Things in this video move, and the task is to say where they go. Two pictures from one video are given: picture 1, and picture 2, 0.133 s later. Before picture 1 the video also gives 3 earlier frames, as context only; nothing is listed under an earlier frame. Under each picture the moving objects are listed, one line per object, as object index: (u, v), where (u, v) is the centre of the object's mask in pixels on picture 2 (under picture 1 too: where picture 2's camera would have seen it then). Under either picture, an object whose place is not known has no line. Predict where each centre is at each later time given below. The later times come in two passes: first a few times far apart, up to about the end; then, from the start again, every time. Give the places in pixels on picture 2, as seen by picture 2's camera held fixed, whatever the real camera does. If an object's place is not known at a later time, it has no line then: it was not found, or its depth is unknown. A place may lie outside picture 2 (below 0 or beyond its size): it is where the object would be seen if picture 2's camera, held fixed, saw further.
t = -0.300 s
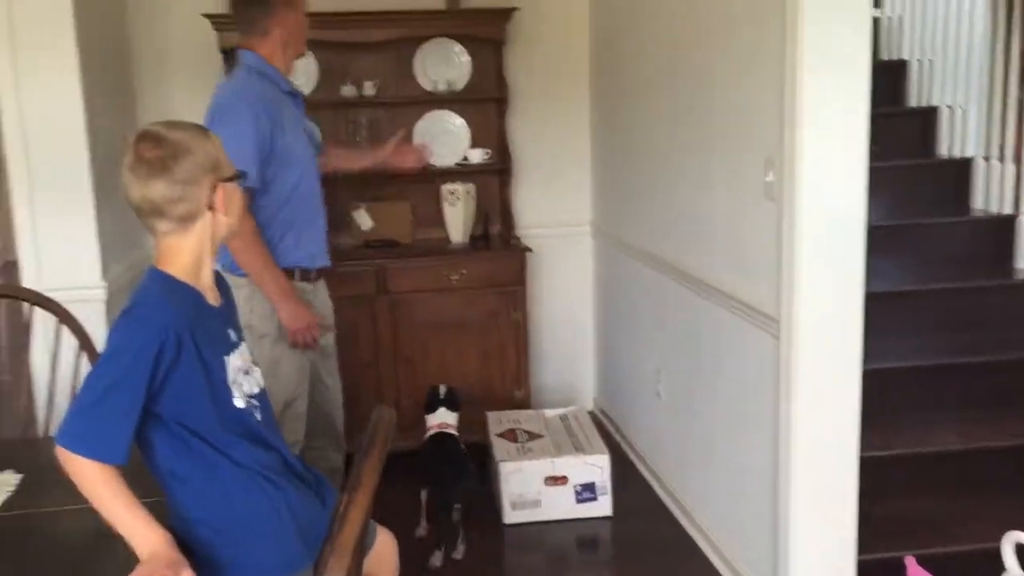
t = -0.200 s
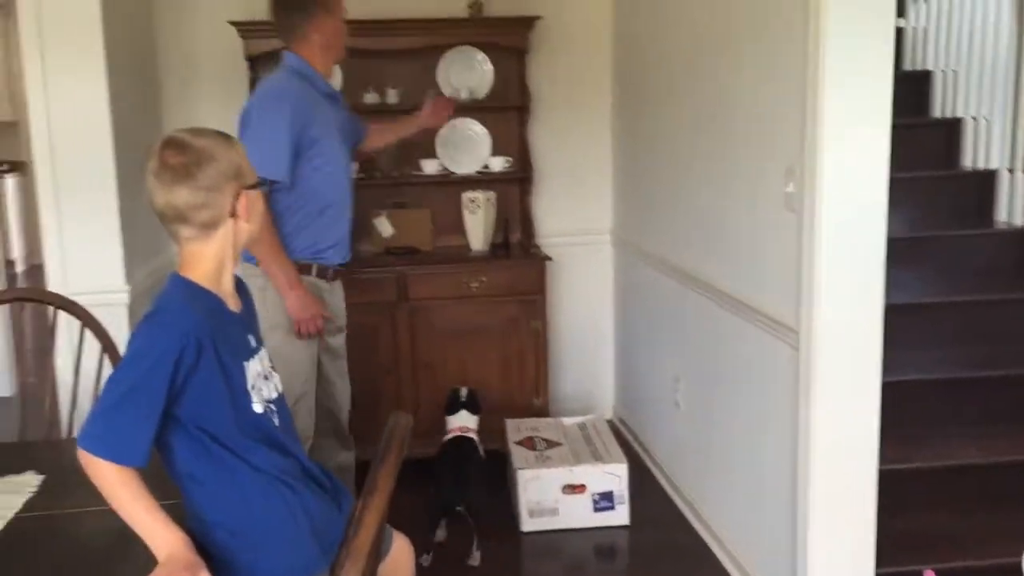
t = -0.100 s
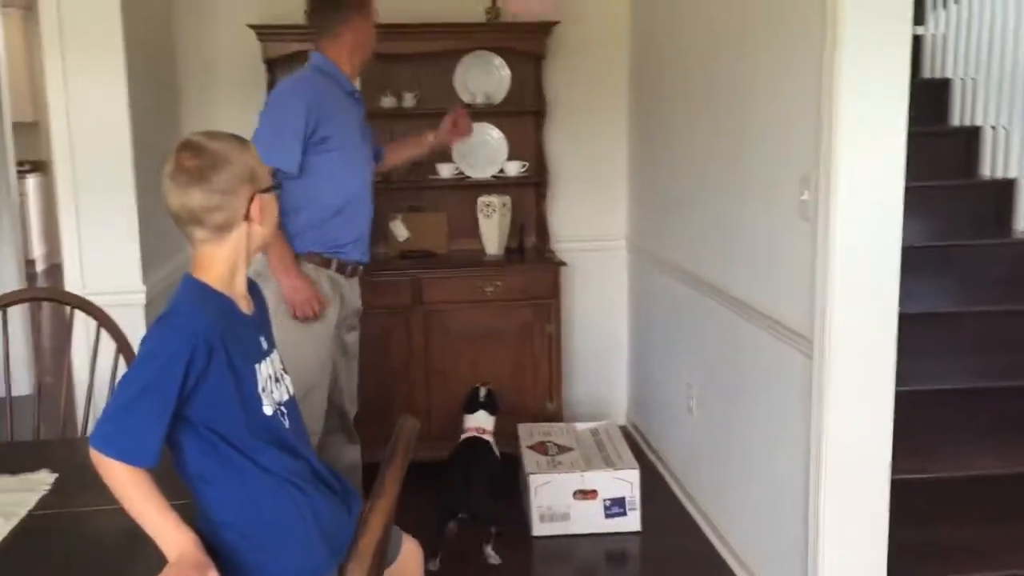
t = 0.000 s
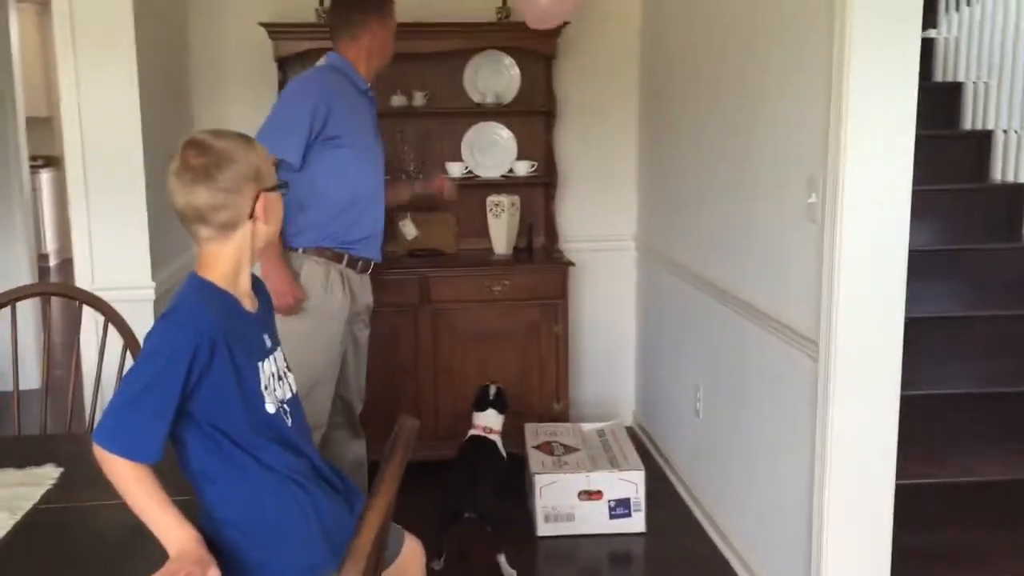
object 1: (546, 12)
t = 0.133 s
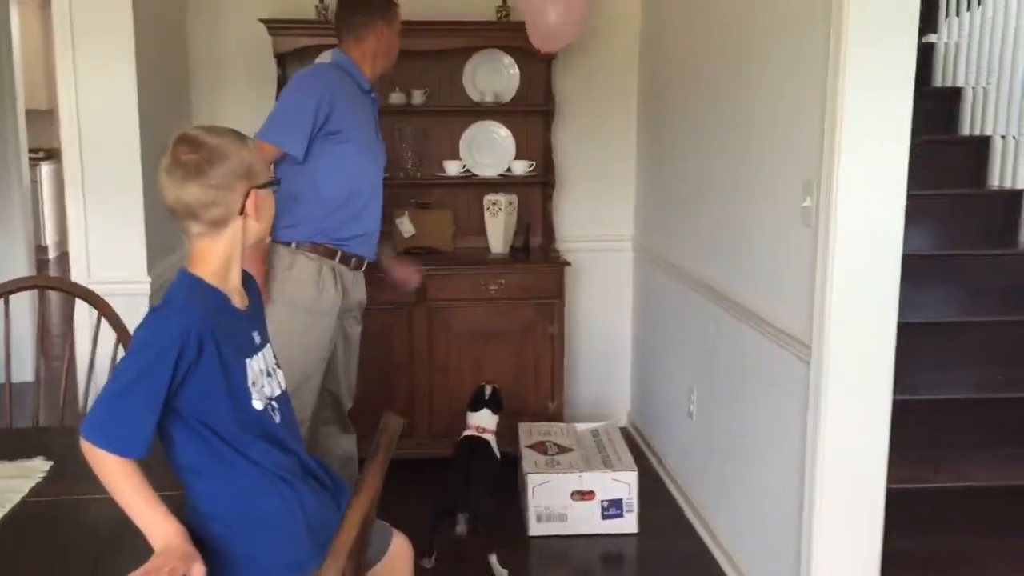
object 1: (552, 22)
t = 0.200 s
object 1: (558, 30)
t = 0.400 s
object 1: (567, 79)
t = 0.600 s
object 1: (579, 135)
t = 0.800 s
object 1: (591, 199)
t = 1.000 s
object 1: (600, 267)
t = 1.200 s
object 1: (601, 329)
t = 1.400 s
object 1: (594, 393)
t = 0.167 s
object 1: (554, 26)
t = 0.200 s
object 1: (558, 30)
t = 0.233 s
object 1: (558, 36)
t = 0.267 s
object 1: (560, 45)
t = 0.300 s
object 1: (561, 54)
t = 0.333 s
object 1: (563, 62)
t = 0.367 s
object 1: (565, 71)
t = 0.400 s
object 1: (567, 79)
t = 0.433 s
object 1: (569, 87)
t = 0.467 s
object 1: (572, 96)
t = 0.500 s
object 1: (575, 105)
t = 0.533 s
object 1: (577, 117)
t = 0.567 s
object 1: (578, 125)
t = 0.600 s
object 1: (579, 135)
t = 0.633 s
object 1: (581, 146)
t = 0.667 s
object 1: (582, 156)
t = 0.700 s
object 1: (585, 168)
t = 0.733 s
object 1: (586, 179)
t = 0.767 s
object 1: (588, 189)
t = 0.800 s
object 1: (591, 199)
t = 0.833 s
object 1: (592, 211)
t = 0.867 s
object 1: (594, 222)
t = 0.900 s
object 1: (596, 233)
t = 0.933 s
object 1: (597, 245)
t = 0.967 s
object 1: (598, 256)
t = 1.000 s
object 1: (600, 267)
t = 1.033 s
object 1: (600, 277)
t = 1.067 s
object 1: (600, 288)
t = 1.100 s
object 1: (601, 298)
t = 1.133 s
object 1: (602, 308)
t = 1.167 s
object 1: (602, 319)
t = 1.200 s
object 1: (601, 329)
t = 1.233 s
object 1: (601, 340)
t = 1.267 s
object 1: (600, 350)
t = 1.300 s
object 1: (599, 360)
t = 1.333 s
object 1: (597, 372)
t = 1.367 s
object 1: (594, 385)
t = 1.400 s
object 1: (594, 393)
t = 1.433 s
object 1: (591, 389)
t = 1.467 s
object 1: (592, 381)
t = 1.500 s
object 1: (595, 374)
